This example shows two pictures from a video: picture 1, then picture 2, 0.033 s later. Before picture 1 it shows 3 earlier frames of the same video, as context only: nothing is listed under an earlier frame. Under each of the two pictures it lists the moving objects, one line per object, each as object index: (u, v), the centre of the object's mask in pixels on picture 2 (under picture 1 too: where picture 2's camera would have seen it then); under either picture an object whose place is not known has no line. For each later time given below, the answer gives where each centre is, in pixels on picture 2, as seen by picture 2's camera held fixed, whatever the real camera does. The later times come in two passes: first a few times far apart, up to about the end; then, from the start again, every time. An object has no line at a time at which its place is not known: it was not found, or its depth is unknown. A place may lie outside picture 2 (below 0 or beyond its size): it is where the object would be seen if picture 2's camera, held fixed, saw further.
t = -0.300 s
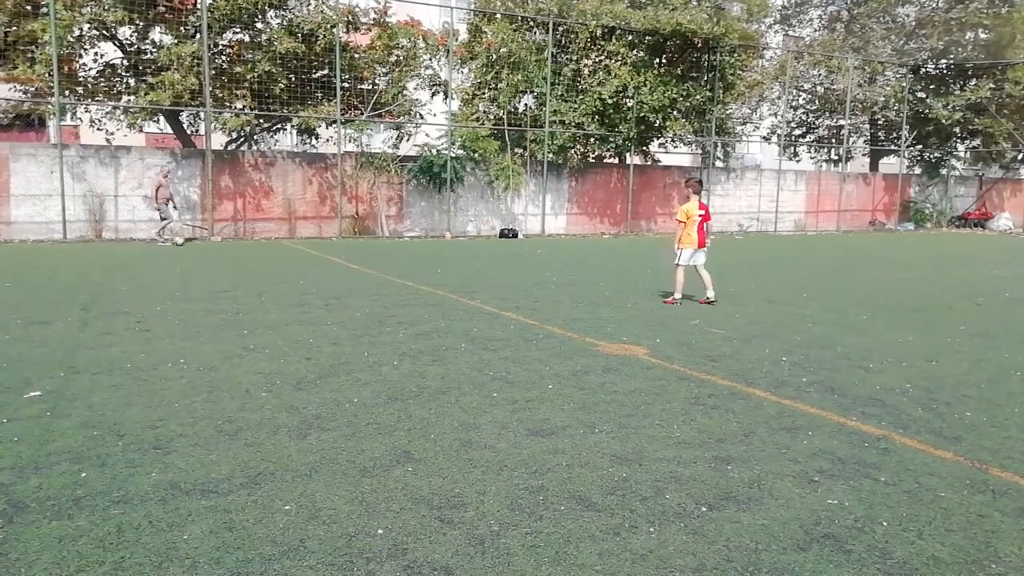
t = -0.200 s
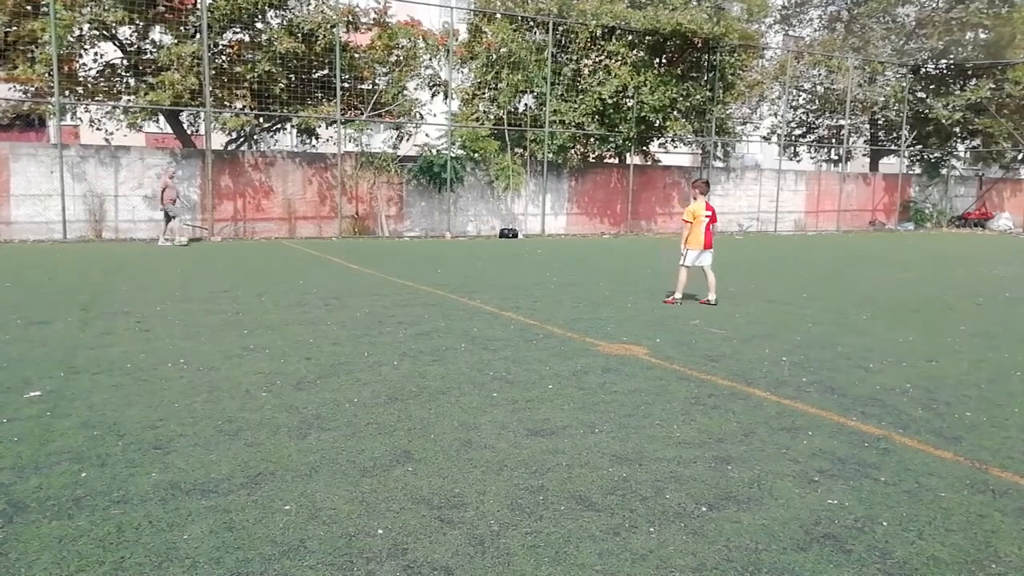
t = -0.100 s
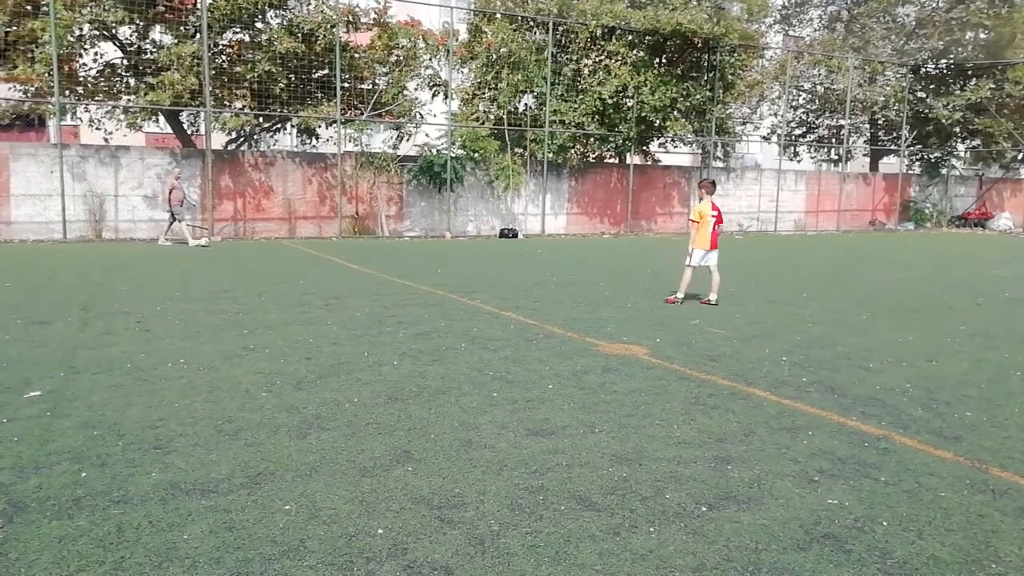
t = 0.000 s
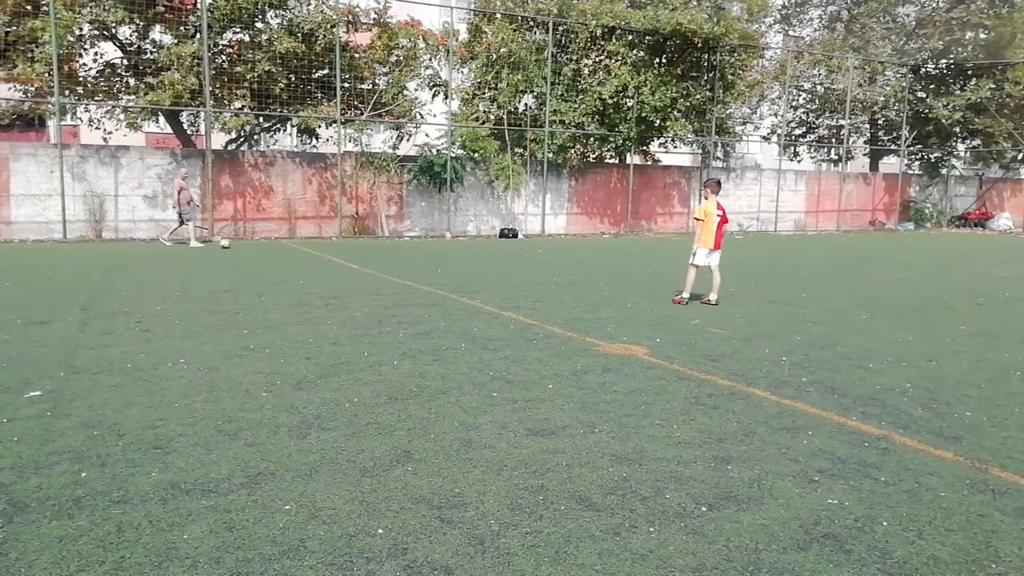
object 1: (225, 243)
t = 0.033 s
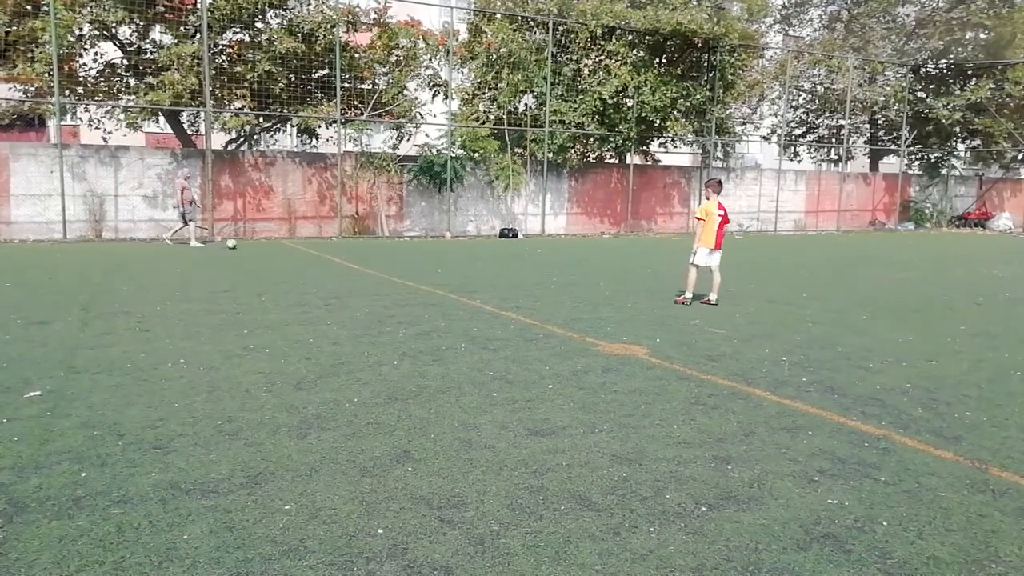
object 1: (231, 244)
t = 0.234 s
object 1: (268, 247)
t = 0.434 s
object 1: (298, 248)
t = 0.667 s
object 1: (329, 250)
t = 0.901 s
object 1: (360, 253)
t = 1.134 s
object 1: (391, 255)
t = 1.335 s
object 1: (418, 258)
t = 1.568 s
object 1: (450, 260)
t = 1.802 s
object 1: (482, 263)
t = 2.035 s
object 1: (515, 265)
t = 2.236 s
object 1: (544, 268)
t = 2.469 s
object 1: (580, 270)
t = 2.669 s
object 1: (610, 272)
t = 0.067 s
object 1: (238, 244)
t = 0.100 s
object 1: (244, 245)
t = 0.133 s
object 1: (250, 245)
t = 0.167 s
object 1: (256, 246)
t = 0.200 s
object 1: (262, 245)
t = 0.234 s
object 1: (268, 247)
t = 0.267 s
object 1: (273, 247)
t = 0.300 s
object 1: (278, 247)
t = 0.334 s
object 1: (283, 247)
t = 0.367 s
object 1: (289, 248)
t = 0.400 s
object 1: (293, 248)
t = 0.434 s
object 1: (298, 248)
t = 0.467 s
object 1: (302, 249)
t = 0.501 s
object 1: (307, 249)
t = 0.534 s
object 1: (311, 249)
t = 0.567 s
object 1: (316, 250)
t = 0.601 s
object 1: (320, 250)
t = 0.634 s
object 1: (324, 250)
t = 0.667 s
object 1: (329, 250)
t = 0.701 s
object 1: (333, 251)
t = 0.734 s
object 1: (338, 251)
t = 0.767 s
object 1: (343, 251)
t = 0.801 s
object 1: (346, 251)
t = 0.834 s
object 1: (351, 252)
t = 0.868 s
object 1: (355, 253)
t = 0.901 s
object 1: (360, 253)
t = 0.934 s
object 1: (364, 253)
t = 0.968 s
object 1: (368, 253)
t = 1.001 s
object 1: (373, 254)
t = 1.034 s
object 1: (377, 254)
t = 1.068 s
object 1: (382, 255)
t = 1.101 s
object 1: (386, 255)
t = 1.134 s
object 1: (391, 255)
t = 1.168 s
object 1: (395, 256)
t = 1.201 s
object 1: (400, 257)
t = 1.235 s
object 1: (404, 257)
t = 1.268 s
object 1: (408, 257)
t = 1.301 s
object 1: (412, 258)
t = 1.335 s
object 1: (418, 258)
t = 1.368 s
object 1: (422, 258)
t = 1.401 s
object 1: (426, 259)
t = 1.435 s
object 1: (431, 259)
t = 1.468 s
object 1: (436, 260)
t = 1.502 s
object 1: (441, 260)
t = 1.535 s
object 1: (445, 260)
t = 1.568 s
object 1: (450, 260)
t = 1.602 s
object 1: (455, 261)
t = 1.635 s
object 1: (459, 261)
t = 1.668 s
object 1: (463, 261)
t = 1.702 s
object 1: (468, 262)
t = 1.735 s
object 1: (473, 262)
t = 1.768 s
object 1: (477, 262)
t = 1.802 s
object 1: (482, 263)
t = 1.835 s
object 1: (486, 264)
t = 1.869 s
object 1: (491, 263)
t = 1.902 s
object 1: (496, 264)
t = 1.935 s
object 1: (501, 264)
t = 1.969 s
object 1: (506, 265)
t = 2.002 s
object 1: (510, 264)
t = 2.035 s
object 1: (515, 265)
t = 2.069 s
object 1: (520, 266)
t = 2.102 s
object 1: (525, 266)
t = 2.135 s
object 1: (529, 266)
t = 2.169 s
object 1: (534, 266)
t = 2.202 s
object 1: (539, 268)
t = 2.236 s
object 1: (544, 268)
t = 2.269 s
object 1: (549, 268)
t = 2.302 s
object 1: (554, 269)
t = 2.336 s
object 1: (559, 269)
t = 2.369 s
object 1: (564, 270)
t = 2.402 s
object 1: (569, 270)
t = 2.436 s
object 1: (575, 270)
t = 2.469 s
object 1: (580, 270)
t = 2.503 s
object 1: (584, 271)
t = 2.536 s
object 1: (589, 271)
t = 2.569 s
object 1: (594, 272)
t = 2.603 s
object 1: (599, 272)
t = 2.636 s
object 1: (605, 272)
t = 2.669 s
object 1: (610, 272)
